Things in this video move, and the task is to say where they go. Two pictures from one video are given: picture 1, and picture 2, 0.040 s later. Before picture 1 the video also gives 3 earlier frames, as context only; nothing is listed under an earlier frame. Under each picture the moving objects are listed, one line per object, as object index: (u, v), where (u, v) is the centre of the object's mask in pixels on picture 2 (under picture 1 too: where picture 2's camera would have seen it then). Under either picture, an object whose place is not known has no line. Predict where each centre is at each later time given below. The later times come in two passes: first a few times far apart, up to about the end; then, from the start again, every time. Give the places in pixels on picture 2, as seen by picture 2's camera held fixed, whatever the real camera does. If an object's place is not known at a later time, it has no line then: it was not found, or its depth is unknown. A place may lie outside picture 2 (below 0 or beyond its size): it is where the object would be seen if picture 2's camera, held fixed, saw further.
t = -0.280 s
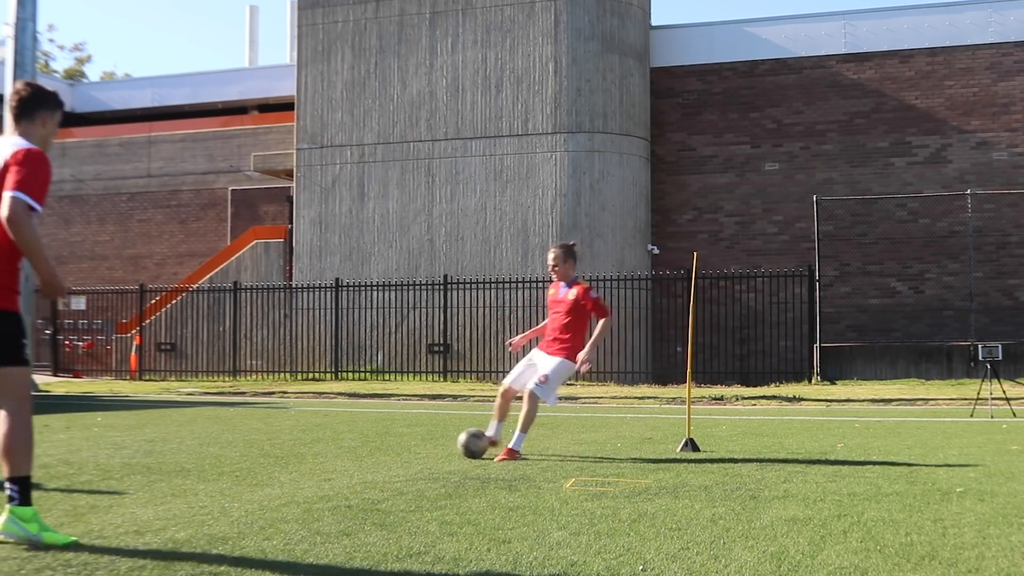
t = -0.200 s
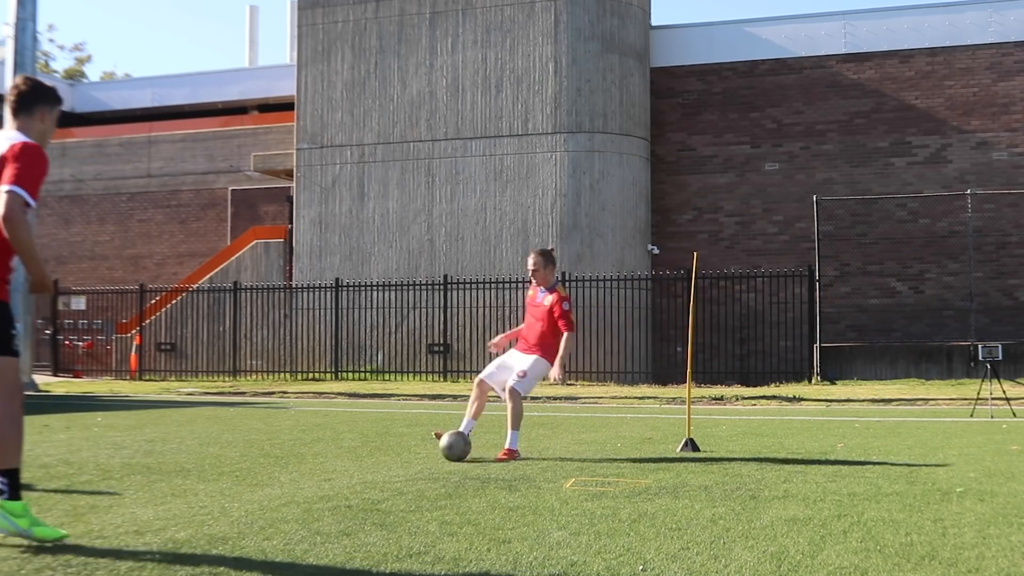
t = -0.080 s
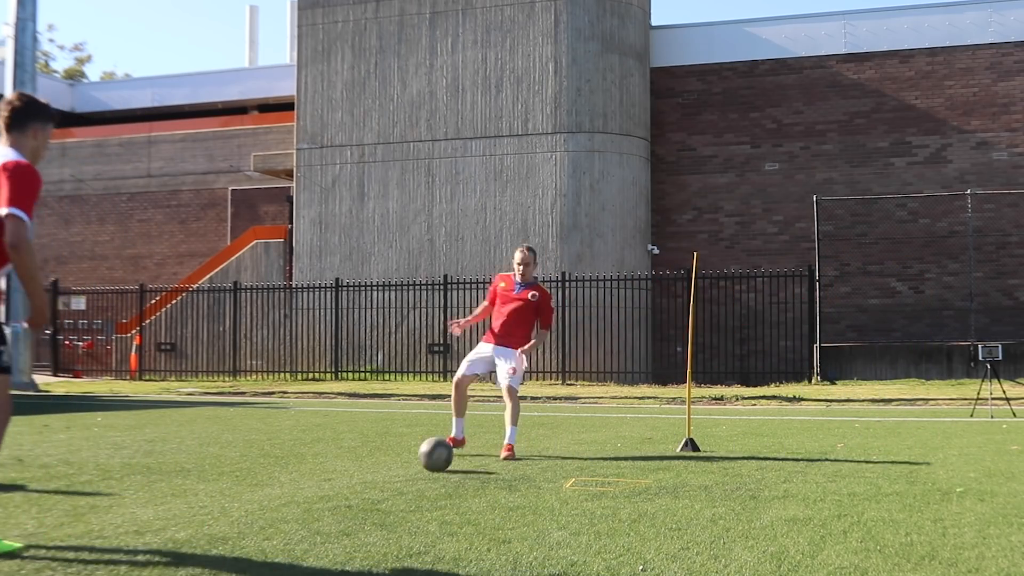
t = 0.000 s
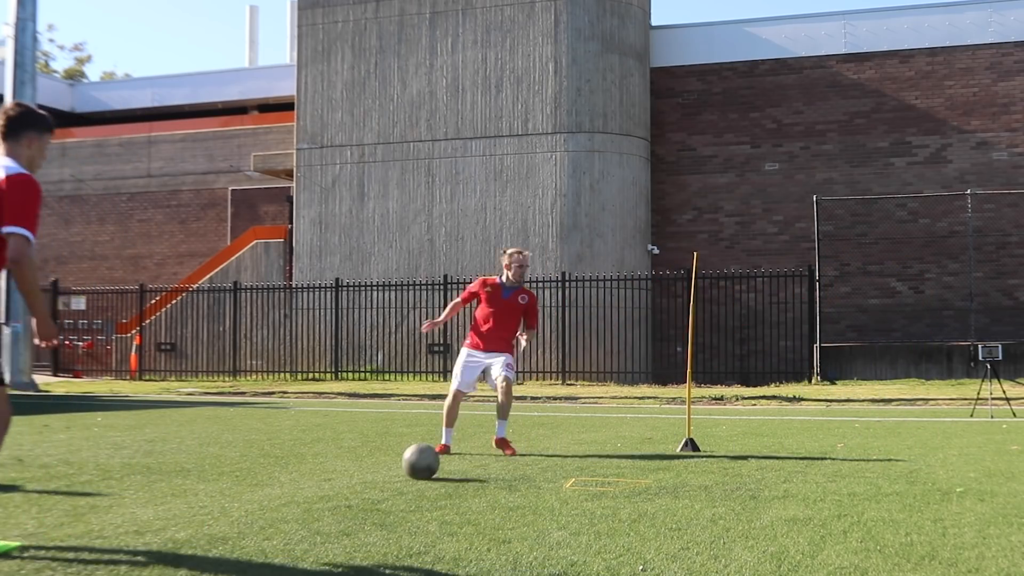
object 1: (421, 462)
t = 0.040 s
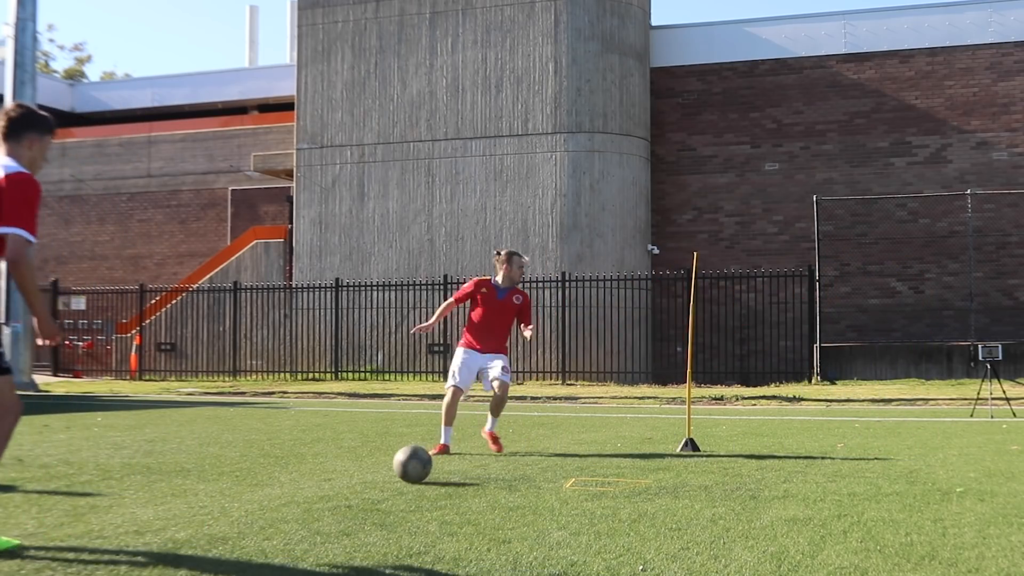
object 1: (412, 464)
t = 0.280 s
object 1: (357, 486)
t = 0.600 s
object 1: (247, 526)
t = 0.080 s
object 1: (404, 465)
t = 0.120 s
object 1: (396, 469)
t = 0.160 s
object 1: (387, 475)
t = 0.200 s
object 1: (377, 477)
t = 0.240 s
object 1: (367, 481)
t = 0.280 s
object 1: (357, 486)
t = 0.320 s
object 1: (345, 490)
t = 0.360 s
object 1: (333, 494)
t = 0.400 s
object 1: (321, 498)
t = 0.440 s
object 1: (308, 503)
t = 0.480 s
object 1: (293, 508)
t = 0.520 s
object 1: (279, 513)
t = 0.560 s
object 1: (263, 519)
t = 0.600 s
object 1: (247, 526)
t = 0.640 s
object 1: (228, 532)
